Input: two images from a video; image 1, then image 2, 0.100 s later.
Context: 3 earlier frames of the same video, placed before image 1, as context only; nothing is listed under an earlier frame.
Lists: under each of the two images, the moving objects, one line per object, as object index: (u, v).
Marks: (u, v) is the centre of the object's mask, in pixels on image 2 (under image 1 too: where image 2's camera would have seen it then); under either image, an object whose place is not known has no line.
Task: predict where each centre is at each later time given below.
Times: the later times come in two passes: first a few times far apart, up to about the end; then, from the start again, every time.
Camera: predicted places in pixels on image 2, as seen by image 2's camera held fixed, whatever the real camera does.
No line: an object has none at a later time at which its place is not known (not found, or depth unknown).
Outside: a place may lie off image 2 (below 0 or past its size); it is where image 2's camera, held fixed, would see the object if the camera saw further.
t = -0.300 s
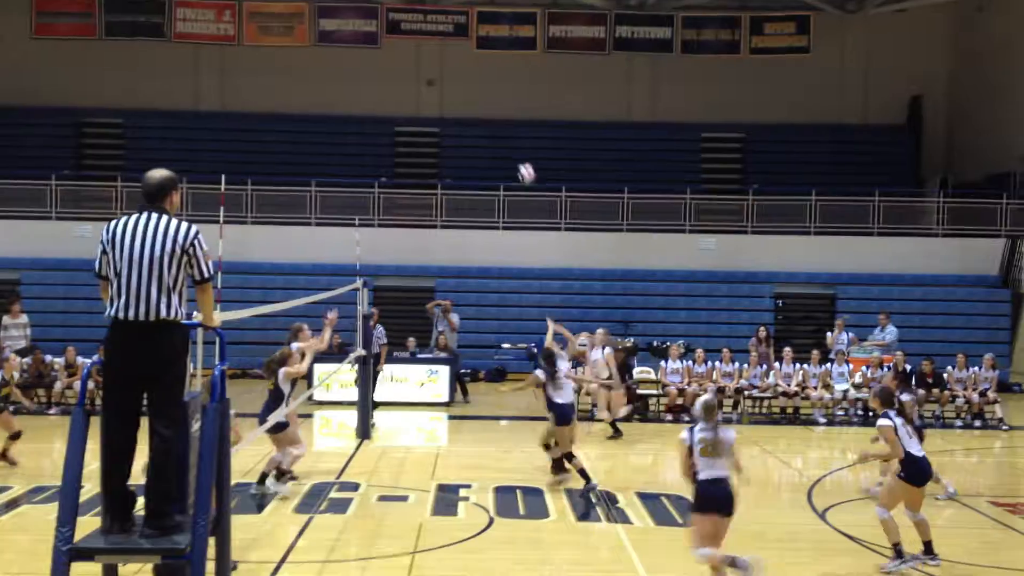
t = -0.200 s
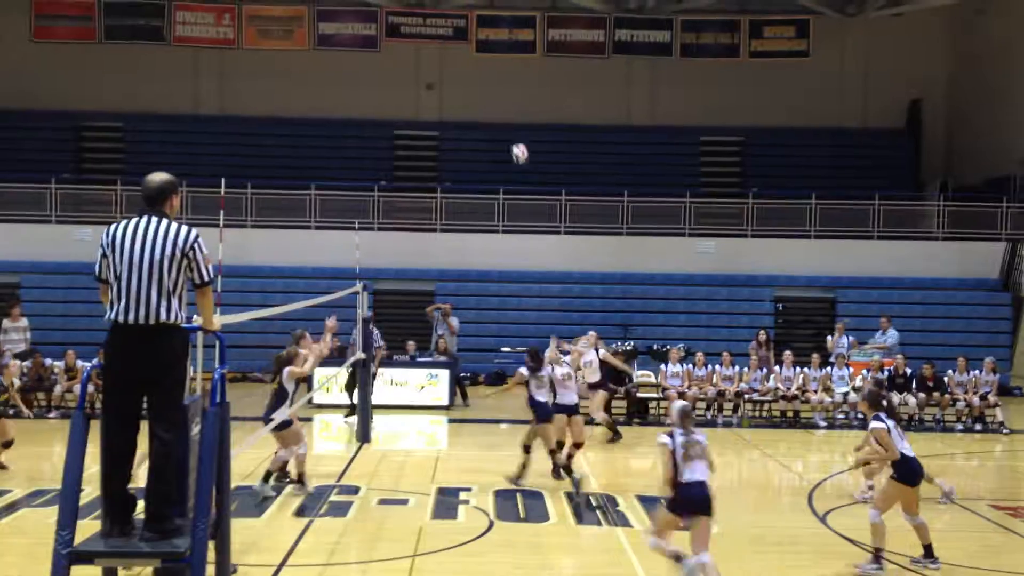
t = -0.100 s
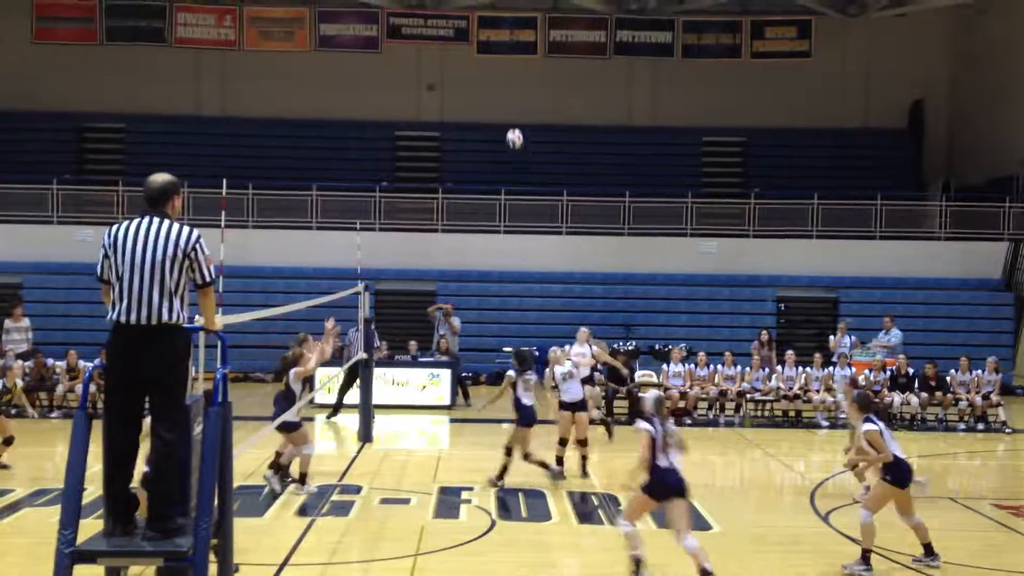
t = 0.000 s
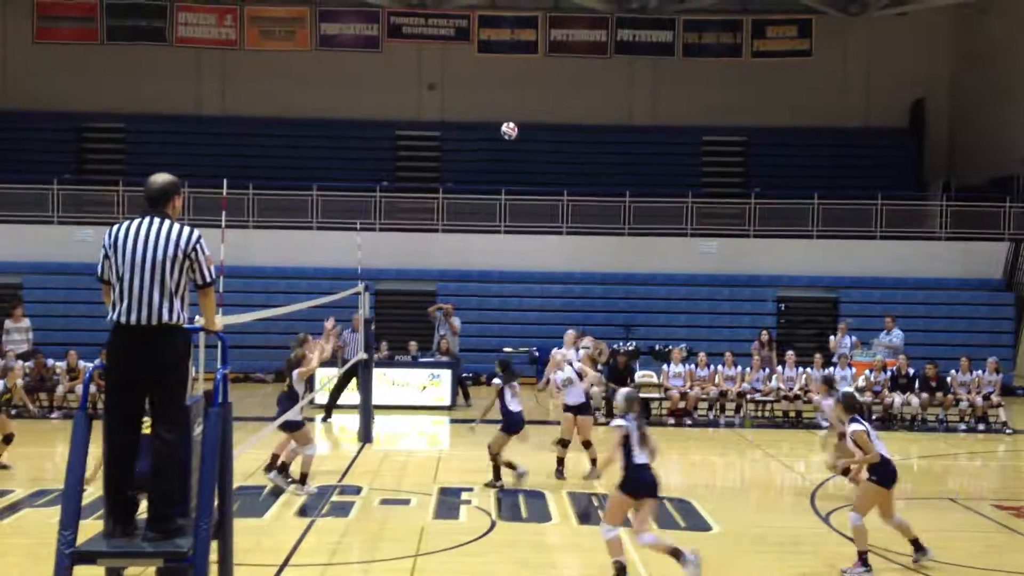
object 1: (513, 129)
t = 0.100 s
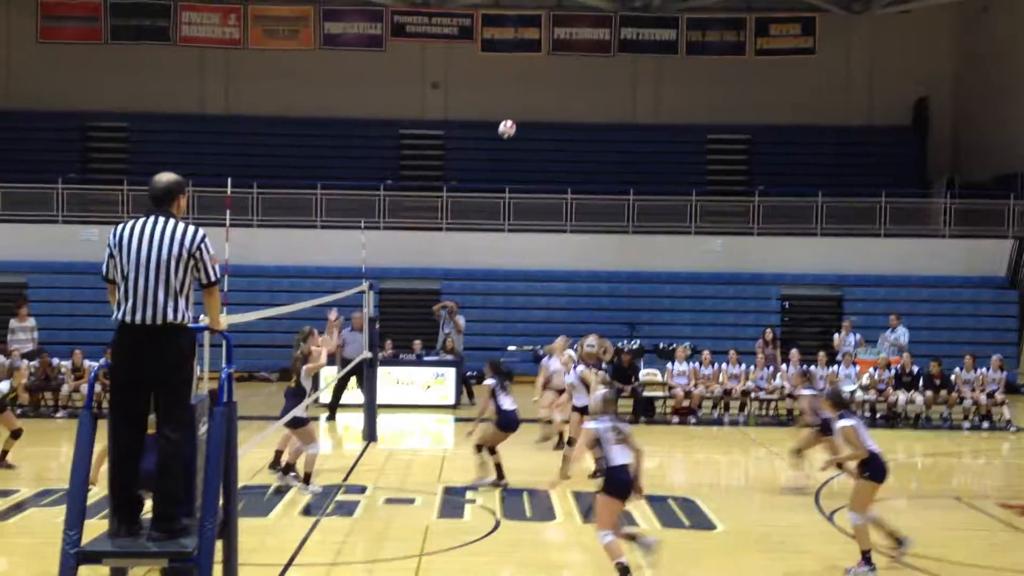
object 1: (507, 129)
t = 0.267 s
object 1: (497, 145)
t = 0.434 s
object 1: (485, 183)
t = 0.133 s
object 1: (505, 131)
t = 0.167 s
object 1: (503, 133)
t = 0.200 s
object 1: (501, 136)
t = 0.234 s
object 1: (499, 140)
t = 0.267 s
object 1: (497, 145)
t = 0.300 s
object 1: (495, 151)
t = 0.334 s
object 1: (493, 158)
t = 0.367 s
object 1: (491, 165)
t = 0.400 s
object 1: (489, 174)
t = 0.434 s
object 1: (485, 183)
